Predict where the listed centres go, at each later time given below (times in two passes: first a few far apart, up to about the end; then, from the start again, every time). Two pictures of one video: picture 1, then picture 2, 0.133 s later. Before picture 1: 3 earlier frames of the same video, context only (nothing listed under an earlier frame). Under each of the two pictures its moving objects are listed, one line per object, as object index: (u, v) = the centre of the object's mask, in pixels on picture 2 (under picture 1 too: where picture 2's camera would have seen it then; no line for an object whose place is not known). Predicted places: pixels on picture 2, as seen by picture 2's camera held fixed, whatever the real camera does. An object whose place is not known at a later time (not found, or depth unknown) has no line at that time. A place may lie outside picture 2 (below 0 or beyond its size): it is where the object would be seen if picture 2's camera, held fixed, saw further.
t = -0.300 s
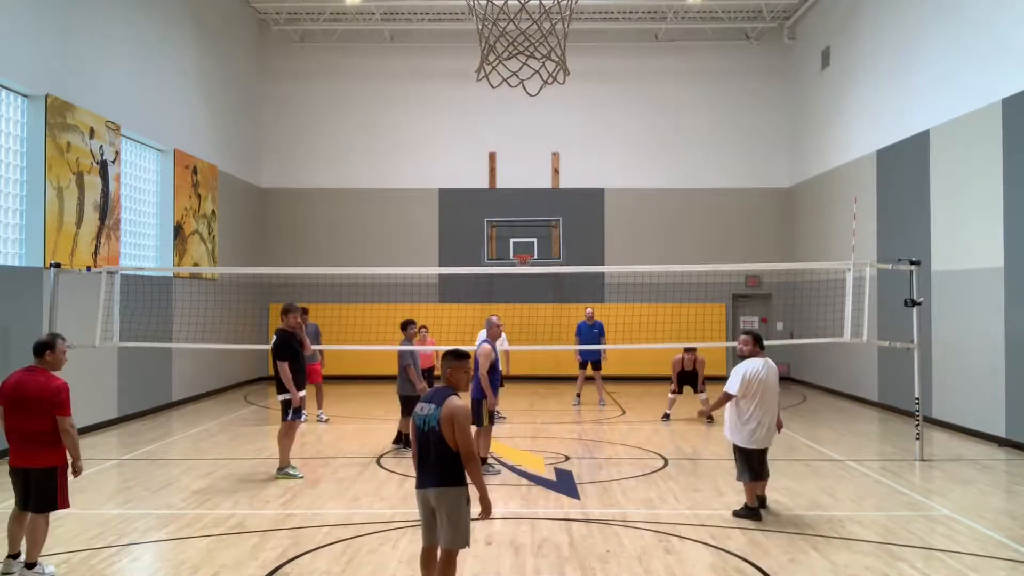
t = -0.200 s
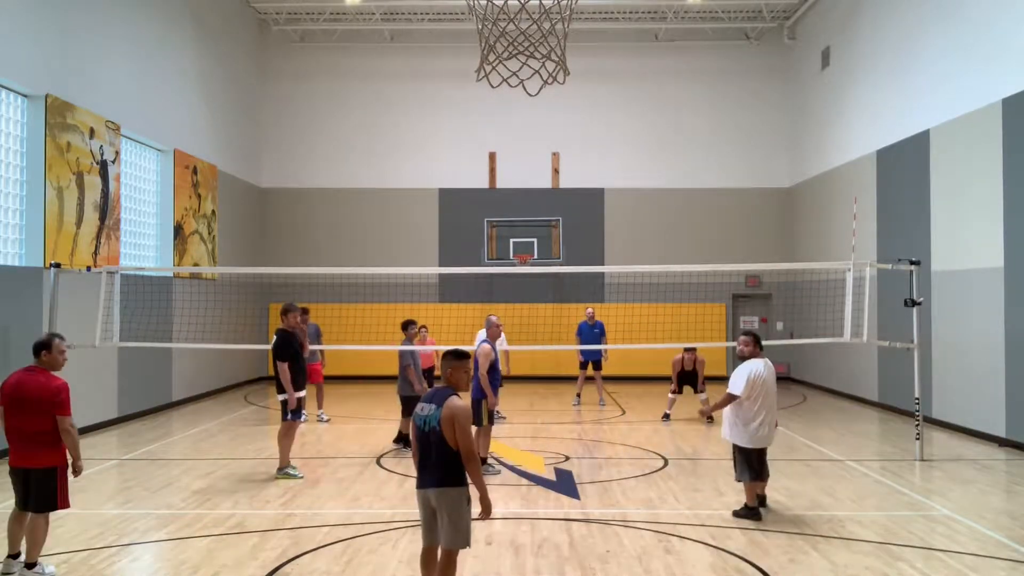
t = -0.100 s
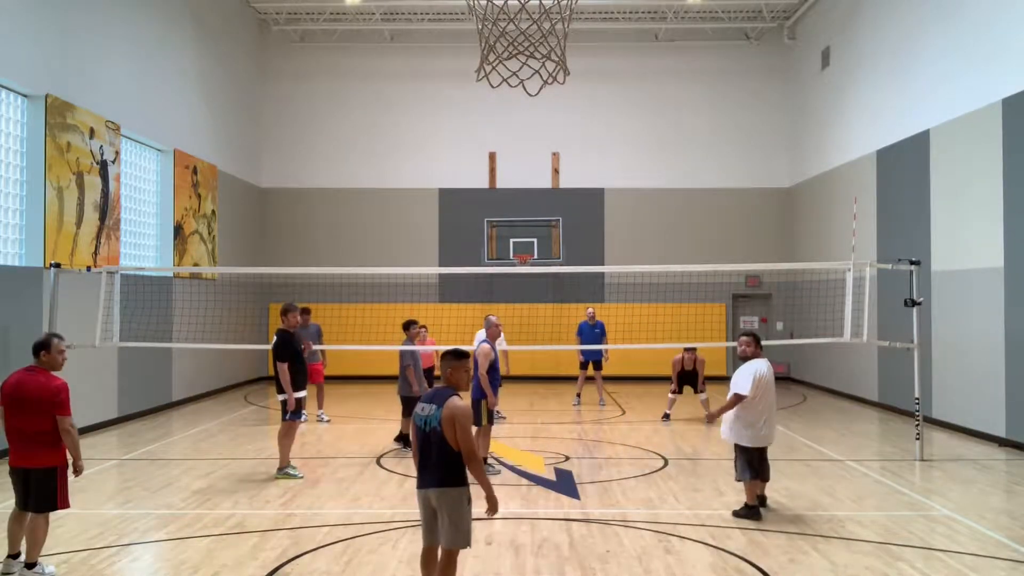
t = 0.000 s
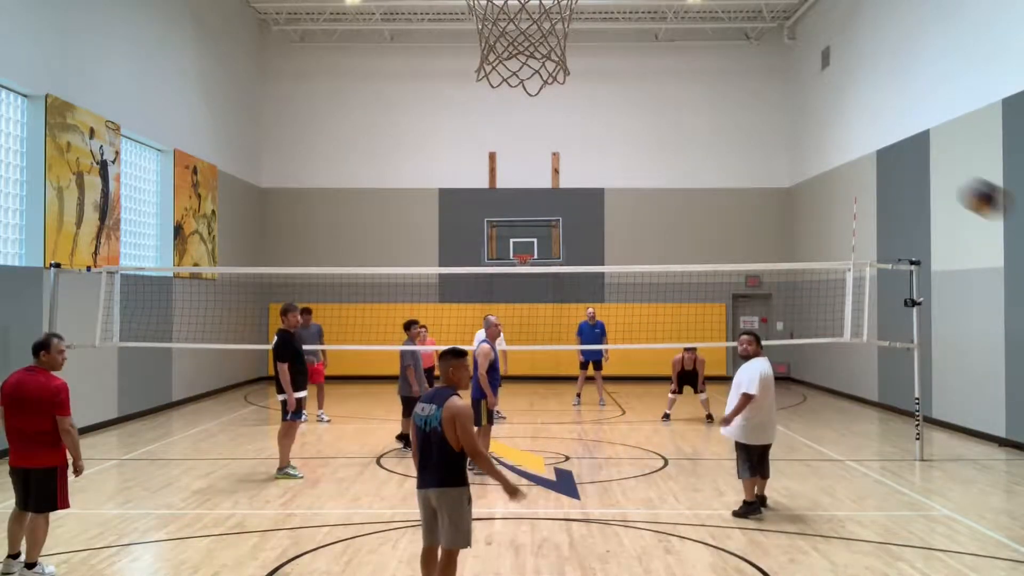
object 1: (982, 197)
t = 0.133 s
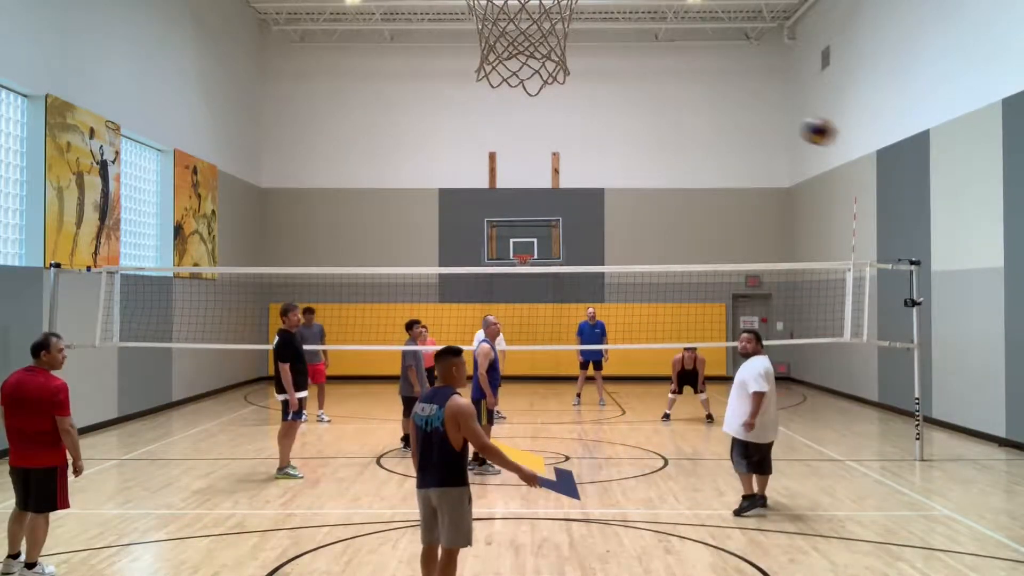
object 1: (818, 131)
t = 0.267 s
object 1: (714, 111)
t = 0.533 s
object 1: (591, 132)
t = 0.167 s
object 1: (788, 123)
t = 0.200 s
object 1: (762, 116)
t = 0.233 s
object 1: (737, 114)
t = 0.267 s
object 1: (714, 111)
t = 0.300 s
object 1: (695, 110)
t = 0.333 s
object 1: (676, 111)
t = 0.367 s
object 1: (660, 112)
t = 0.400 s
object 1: (643, 114)
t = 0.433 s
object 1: (629, 118)
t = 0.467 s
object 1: (616, 122)
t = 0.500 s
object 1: (604, 127)
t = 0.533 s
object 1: (591, 132)
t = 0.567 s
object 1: (580, 138)
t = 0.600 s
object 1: (570, 144)
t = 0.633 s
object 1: (560, 151)
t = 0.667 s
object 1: (551, 160)
